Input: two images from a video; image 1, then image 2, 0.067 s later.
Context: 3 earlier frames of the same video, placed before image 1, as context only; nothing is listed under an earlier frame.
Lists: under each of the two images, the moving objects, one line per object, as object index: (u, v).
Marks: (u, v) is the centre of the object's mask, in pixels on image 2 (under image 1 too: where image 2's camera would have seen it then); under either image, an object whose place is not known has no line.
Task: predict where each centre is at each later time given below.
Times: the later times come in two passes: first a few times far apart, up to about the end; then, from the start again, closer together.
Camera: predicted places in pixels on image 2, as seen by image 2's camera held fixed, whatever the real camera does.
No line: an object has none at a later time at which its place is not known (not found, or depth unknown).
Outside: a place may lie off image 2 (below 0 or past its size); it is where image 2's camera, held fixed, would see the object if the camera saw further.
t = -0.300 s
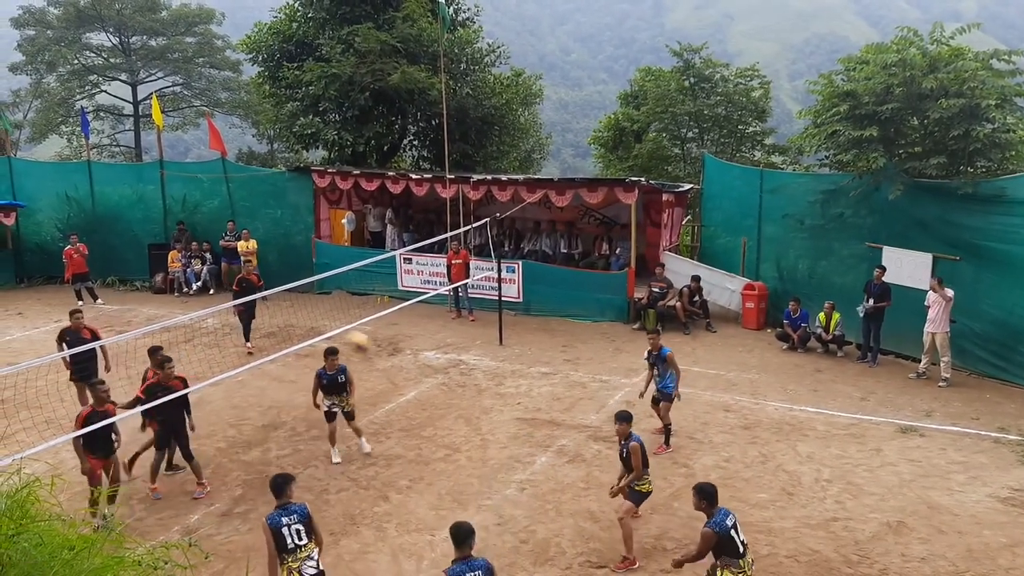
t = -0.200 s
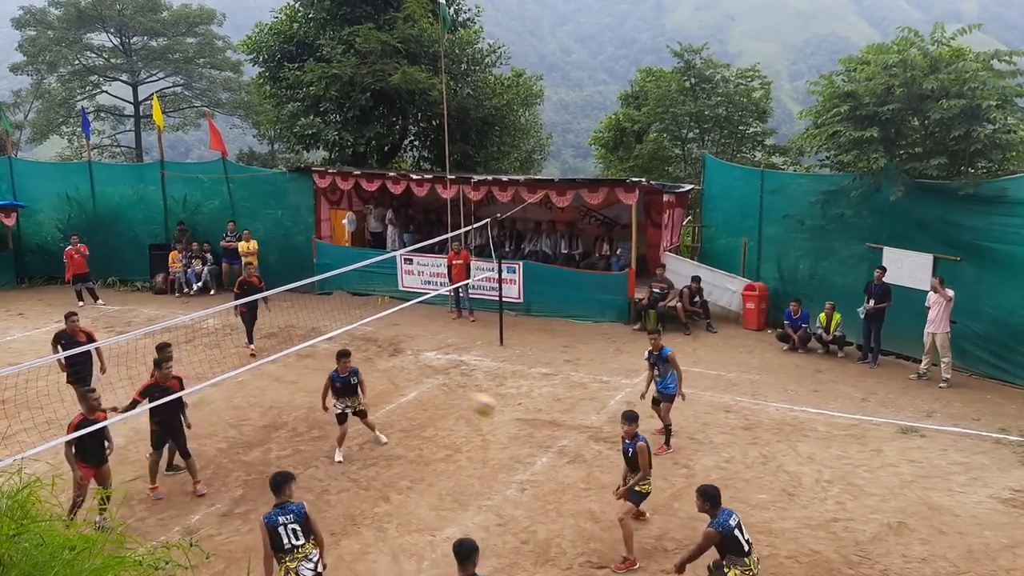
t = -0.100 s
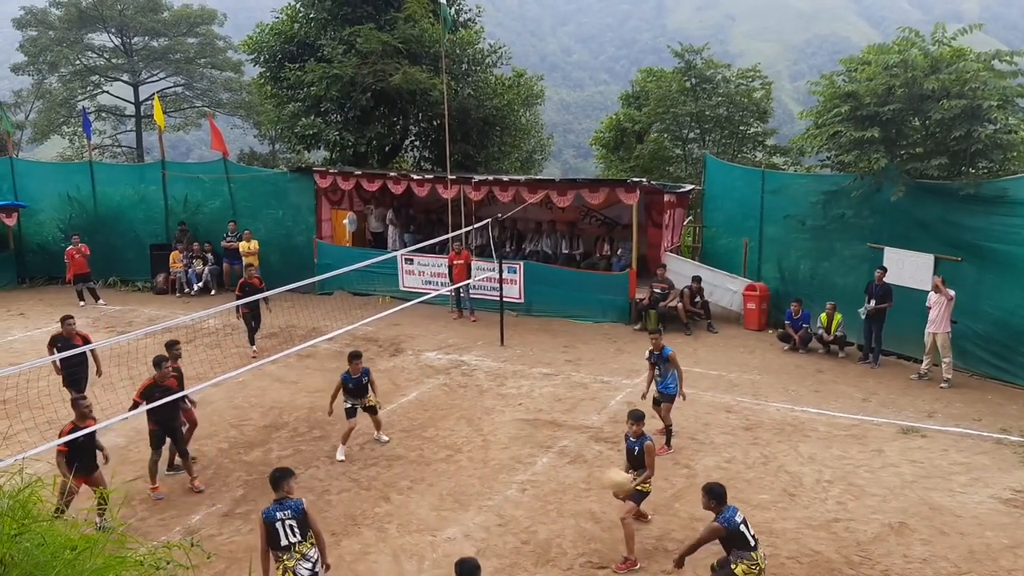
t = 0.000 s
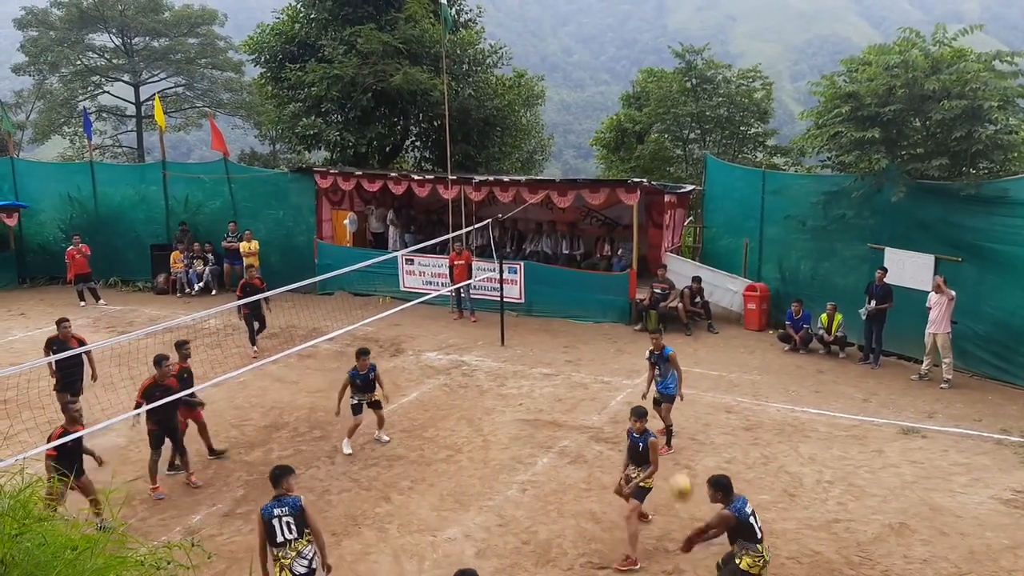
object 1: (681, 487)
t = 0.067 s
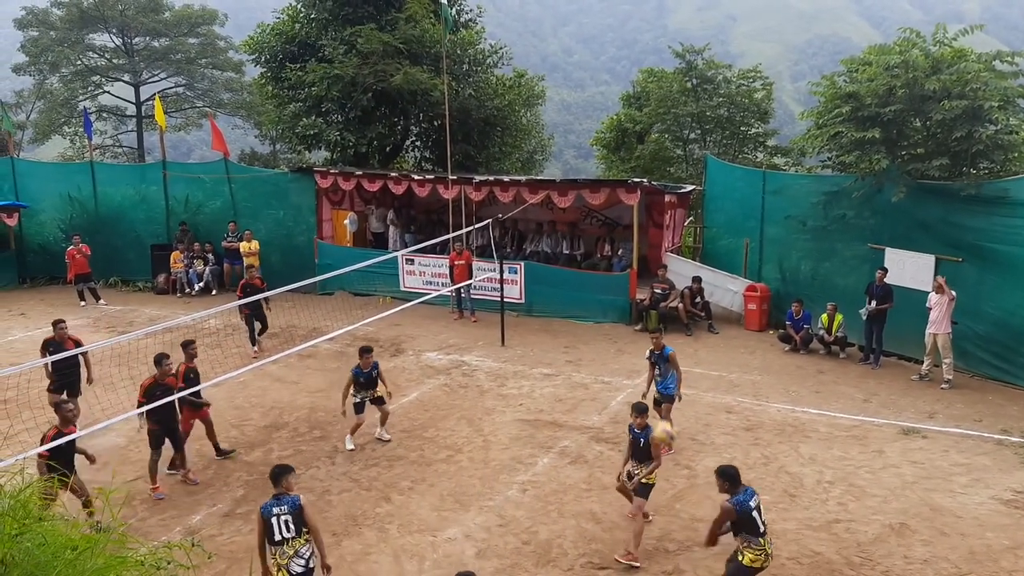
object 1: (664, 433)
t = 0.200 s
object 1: (630, 341)
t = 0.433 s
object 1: (574, 230)
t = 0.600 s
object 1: (538, 187)
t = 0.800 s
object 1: (497, 175)
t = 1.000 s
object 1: (460, 203)
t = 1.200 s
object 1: (428, 263)
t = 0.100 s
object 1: (655, 408)
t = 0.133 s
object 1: (647, 385)
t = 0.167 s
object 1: (638, 362)
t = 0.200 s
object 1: (630, 341)
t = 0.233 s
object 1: (622, 321)
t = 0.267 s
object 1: (613, 303)
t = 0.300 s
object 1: (606, 286)
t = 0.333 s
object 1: (597, 270)
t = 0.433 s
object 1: (574, 230)
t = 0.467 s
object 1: (567, 219)
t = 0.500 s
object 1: (560, 208)
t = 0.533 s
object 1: (552, 201)
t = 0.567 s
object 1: (546, 193)
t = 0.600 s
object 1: (538, 187)
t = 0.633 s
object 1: (531, 183)
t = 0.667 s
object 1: (523, 178)
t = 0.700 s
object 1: (517, 176)
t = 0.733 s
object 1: (511, 175)
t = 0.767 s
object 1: (503, 175)
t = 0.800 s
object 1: (497, 175)
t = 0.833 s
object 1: (491, 177)
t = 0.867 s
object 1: (484, 180)
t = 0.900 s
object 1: (478, 185)
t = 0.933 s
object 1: (472, 190)
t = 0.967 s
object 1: (465, 195)
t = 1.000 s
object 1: (460, 203)
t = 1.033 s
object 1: (454, 211)
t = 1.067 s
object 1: (449, 220)
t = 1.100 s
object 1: (443, 229)
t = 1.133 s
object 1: (438, 240)
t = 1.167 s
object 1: (433, 251)
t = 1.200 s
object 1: (428, 263)
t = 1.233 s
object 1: (422, 277)
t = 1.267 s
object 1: (418, 289)
